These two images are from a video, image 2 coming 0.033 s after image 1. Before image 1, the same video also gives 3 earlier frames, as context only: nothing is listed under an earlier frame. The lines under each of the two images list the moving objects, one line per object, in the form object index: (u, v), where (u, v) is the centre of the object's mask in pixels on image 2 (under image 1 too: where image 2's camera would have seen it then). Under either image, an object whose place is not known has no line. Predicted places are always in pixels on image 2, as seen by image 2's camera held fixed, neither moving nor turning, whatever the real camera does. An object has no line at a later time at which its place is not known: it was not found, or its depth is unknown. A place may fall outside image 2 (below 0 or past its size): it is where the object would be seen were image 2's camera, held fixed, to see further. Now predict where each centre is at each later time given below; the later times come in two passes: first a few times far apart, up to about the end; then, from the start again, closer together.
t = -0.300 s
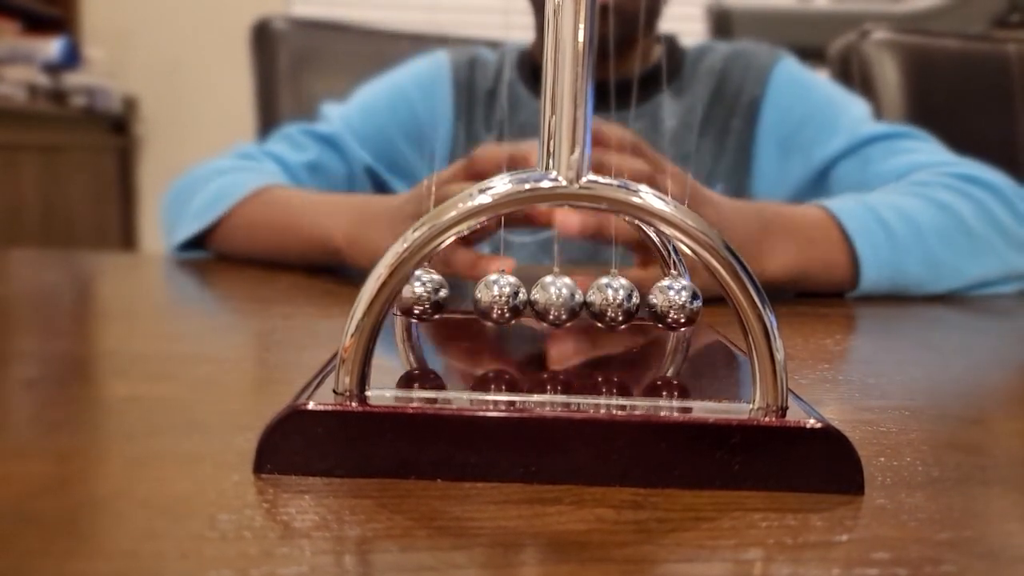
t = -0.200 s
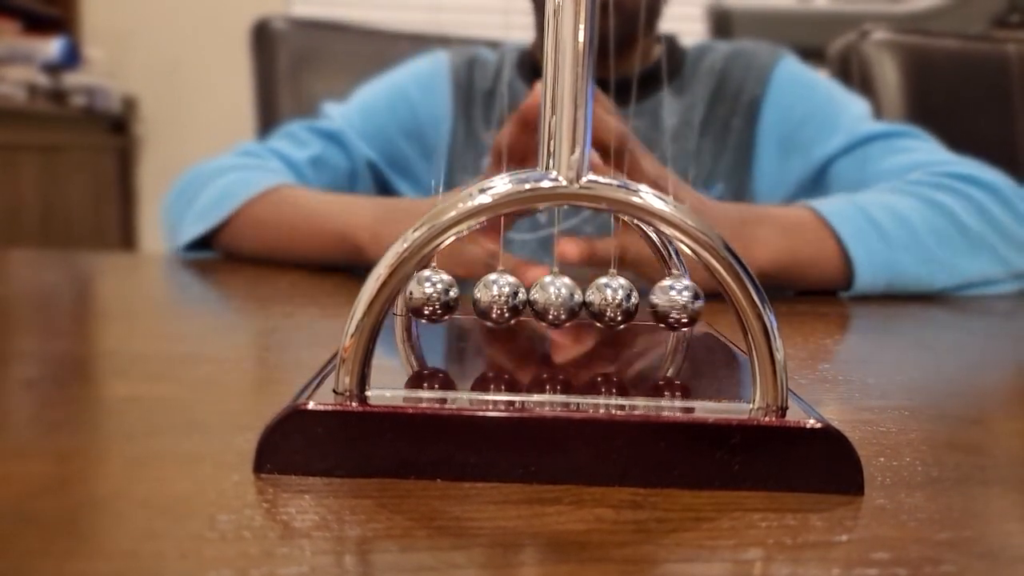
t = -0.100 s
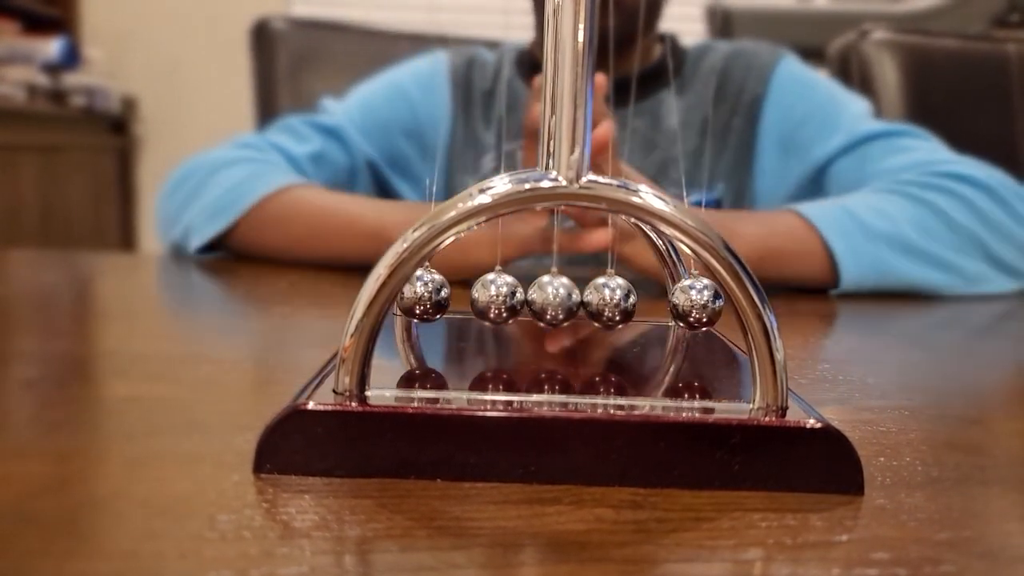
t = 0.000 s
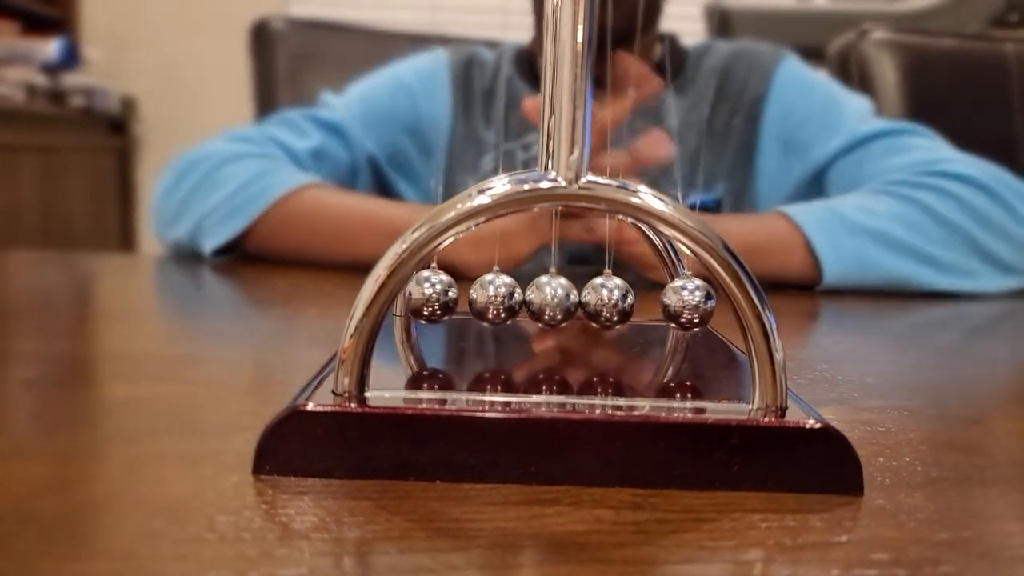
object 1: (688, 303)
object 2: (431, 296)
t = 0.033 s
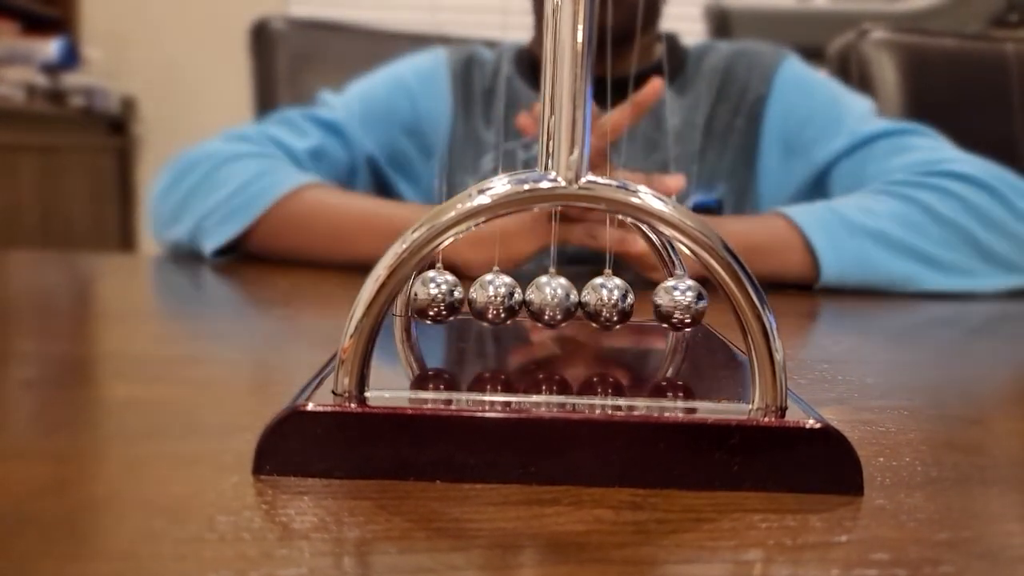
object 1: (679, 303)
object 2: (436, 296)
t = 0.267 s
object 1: (679, 303)
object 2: (416, 298)
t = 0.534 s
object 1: (693, 303)
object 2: (426, 296)
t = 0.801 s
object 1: (678, 303)
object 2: (422, 297)
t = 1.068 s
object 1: (676, 303)
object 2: (432, 296)
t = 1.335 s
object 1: (669, 303)
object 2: (439, 297)
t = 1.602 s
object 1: (667, 303)
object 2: (428, 296)
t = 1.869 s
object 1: (685, 304)
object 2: (435, 296)
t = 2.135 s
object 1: (671, 303)
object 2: (421, 297)
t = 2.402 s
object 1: (686, 303)
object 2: (432, 296)
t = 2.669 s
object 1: (672, 303)
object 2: (427, 296)
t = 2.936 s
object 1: (671, 303)
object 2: (434, 296)
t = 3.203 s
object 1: (669, 303)
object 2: (440, 297)
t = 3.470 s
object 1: (667, 303)
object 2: (430, 296)
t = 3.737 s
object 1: (680, 303)
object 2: (439, 297)
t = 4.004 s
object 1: (668, 303)
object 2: (427, 297)
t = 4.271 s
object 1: (678, 304)
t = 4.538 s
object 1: (668, 304)
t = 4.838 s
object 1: (672, 304)
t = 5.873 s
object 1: (666, 303)
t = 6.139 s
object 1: (672, 303)
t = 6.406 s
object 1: (667, 303)
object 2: (435, 297)
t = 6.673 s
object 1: (668, 303)
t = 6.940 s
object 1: (667, 303)
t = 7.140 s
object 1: (664, 303)
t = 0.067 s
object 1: (669, 303)
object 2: (438, 297)
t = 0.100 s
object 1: (672, 303)
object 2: (434, 296)
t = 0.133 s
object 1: (677, 303)
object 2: (427, 296)
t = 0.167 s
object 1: (680, 303)
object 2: (421, 297)
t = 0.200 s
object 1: (681, 303)
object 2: (417, 298)
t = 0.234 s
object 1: (681, 303)
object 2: (416, 298)
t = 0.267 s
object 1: (679, 303)
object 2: (416, 298)
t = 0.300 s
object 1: (675, 303)
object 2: (419, 298)
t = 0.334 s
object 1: (670, 303)
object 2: (425, 296)
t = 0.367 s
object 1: (667, 303)
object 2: (432, 296)
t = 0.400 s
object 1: (667, 303)
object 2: (435, 296)
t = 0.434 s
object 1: (675, 303)
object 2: (431, 296)
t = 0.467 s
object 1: (683, 303)
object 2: (428, 296)
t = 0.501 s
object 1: (689, 303)
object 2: (426, 297)
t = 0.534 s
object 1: (693, 303)
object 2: (426, 296)
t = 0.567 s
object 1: (693, 303)
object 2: (427, 296)
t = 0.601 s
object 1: (691, 303)
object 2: (430, 296)
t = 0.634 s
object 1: (685, 303)
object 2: (434, 296)
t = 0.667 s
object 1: (677, 303)
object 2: (438, 296)
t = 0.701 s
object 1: (669, 303)
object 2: (439, 296)
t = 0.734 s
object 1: (672, 303)
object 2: (434, 296)
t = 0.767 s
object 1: (675, 303)
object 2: (427, 296)
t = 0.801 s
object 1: (678, 303)
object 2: (422, 297)
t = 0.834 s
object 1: (678, 303)
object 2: (418, 298)
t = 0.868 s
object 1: (678, 303)
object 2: (417, 298)
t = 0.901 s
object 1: (675, 303)
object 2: (418, 298)
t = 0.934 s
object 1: (672, 303)
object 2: (421, 297)
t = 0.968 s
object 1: (667, 303)
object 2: (427, 296)
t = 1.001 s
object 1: (667, 303)
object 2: (434, 296)
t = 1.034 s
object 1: (667, 303)
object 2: (434, 296)
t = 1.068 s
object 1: (676, 303)
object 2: (432, 296)
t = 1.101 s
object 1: (683, 303)
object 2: (429, 296)
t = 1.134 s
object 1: (688, 303)
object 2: (429, 296)
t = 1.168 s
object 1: (691, 303)
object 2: (429, 296)
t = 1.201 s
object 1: (691, 303)
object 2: (431, 296)
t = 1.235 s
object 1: (688, 303)
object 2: (433, 296)
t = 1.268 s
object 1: (682, 303)
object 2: (435, 296)
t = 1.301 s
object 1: (674, 303)
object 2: (438, 297)
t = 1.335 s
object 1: (669, 303)
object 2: (439, 297)
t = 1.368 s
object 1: (672, 303)
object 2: (433, 296)
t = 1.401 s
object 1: (674, 303)
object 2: (427, 296)
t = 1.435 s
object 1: (676, 303)
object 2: (422, 297)
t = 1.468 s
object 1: (675, 303)
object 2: (420, 298)
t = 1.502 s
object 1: (674, 303)
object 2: (419, 298)
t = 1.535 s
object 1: (672, 303)
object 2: (420, 298)
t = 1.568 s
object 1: (668, 303)
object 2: (424, 297)
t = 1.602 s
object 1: (667, 303)
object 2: (428, 296)
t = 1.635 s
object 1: (667, 303)
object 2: (435, 296)
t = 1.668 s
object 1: (668, 303)
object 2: (434, 296)
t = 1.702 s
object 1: (676, 303)
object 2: (432, 296)
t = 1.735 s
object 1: (682, 303)
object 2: (431, 296)
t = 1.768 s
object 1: (687, 303)
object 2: (431, 296)
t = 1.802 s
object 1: (689, 303)
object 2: (432, 296)
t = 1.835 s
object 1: (688, 303)
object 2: (433, 296)
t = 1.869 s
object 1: (685, 304)
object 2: (435, 296)
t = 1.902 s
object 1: (679, 303)
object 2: (439, 297)
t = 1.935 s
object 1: (672, 303)
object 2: (439, 297)
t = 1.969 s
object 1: (670, 303)
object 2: (439, 296)
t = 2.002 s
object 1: (672, 303)
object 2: (432, 296)
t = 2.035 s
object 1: (673, 303)
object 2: (427, 296)
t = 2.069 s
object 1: (674, 303)
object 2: (423, 297)
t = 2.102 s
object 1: (673, 303)
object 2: (421, 297)
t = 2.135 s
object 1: (671, 303)
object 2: (421, 297)
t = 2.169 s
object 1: (669, 303)
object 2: (422, 297)
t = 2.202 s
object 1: (667, 303)
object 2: (425, 296)
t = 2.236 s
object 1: (667, 303)
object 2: (431, 296)
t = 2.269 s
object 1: (666, 303)
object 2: (435, 296)
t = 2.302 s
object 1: (669, 303)
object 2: (433, 296)
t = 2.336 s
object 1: (676, 303)
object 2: (432, 296)
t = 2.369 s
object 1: (682, 303)
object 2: (432, 296)
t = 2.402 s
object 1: (686, 303)
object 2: (432, 296)
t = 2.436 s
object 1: (687, 303)
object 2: (434, 296)
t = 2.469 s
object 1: (686, 303)
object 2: (436, 296)
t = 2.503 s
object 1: (682, 303)
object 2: (438, 297)
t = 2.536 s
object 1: (677, 303)
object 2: (439, 297)
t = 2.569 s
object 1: (670, 303)
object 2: (439, 297)
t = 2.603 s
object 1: (671, 303)
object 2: (438, 296)
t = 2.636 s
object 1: (672, 303)
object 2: (432, 296)
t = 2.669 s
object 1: (672, 303)
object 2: (427, 296)
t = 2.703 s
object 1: (672, 303)
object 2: (424, 297)
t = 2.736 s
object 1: (671, 303)
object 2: (422, 297)
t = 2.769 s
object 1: (669, 303)
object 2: (423, 297)
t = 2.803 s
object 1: (667, 303)
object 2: (424, 297)
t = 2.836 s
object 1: (667, 303)
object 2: (428, 296)
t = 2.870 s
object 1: (666, 303)
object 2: (433, 296)
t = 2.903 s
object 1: (666, 303)
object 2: (435, 296)
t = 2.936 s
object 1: (671, 303)
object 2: (434, 296)
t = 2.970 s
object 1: (677, 303)
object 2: (433, 296)
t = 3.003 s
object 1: (681, 303)
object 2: (434, 296)
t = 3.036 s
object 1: (684, 303)
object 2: (434, 296)
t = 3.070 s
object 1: (684, 303)
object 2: (436, 296)
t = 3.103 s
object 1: (683, 303)
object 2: (438, 297)
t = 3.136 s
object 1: (679, 303)
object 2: (438, 297)
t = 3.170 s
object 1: (674, 303)
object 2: (439, 297)
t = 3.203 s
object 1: (669, 303)
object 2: (440, 297)
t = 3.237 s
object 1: (671, 303)
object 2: (437, 297)
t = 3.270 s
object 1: (671, 303)
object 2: (432, 296)
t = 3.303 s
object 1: (671, 303)
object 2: (427, 297)
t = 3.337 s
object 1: (670, 303)
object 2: (425, 297)
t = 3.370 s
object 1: (668, 303)
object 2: (424, 297)
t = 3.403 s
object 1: (668, 303)
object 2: (424, 297)
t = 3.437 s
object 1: (668, 303)
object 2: (427, 297)
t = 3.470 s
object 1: (667, 303)
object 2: (430, 296)
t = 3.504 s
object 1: (666, 303)
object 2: (435, 297)
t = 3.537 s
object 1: (666, 303)
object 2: (435, 297)
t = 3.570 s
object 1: (672, 303)
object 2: (434, 296)
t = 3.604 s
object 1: (677, 303)
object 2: (434, 297)
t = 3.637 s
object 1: (680, 303)
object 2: (435, 297)
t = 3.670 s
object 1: (682, 303)
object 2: (437, 297)
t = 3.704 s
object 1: (682, 303)
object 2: (438, 297)
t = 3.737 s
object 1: (680, 303)
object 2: (439, 297)
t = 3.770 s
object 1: (677, 303)
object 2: (439, 297)
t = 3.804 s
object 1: (671, 303)
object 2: (439, 297)
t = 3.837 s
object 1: (669, 303)
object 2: (440, 297)
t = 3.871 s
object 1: (669, 303)
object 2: (436, 297)
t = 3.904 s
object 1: (669, 303)
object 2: (432, 297)
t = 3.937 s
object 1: (669, 303)
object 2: (429, 297)
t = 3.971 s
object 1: (668, 303)
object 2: (427, 297)
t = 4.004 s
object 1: (668, 303)
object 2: (427, 297)
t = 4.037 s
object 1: (666, 303)
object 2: (427, 297)
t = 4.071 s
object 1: (666, 303)
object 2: (430, 297)
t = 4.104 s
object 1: (666, 303)
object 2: (433, 296)
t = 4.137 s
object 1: (665, 303)
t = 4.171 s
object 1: (667, 304)
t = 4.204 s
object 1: (672, 303)
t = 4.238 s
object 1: (676, 303)
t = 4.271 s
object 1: (678, 304)
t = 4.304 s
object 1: (679, 304)
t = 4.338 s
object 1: (679, 304)
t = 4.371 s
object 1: (676, 304)
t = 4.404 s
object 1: (673, 304)
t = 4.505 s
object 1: (668, 304)
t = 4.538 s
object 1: (668, 304)
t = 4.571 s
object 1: (668, 304)
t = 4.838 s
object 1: (672, 304)
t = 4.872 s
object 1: (675, 304)
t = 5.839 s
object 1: (667, 303)
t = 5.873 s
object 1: (666, 303)
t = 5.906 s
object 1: (665, 303)
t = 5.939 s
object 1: (665, 303)
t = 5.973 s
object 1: (664, 303)
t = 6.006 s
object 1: (665, 303)
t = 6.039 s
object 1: (668, 303)
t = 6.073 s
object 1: (670, 303)
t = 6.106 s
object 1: (672, 303)
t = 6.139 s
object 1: (672, 303)
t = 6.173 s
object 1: (673, 303)
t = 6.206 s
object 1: (672, 303)
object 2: (441, 297)
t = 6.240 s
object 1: (670, 303)
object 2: (442, 297)
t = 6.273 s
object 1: (668, 303)
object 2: (443, 297)
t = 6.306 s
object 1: (668, 303)
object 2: (442, 297)
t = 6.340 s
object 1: (668, 303)
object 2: (439, 297)
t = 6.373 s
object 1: (668, 303)
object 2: (437, 297)
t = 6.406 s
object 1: (667, 303)
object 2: (435, 297)
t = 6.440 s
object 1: (667, 303)
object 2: (434, 297)
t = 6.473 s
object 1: (666, 303)
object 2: (434, 297)
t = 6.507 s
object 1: (665, 303)
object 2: (435, 297)
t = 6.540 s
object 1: (664, 303)
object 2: (436, 297)
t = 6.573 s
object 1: (664, 303)
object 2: (438, 297)
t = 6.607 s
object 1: (664, 303)
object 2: (439, 297)
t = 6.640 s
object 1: (666, 303)
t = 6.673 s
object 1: (668, 303)
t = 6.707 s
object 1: (669, 303)
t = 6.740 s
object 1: (670, 303)
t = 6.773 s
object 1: (670, 303)
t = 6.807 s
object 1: (670, 303)
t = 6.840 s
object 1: (668, 303)
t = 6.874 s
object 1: (667, 304)
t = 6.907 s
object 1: (667, 303)
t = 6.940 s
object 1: (667, 303)
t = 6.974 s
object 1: (667, 304)
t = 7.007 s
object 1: (667, 303)
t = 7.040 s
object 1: (667, 304)
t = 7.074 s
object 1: (666, 303)
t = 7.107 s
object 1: (665, 303)
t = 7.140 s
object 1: (664, 303)
